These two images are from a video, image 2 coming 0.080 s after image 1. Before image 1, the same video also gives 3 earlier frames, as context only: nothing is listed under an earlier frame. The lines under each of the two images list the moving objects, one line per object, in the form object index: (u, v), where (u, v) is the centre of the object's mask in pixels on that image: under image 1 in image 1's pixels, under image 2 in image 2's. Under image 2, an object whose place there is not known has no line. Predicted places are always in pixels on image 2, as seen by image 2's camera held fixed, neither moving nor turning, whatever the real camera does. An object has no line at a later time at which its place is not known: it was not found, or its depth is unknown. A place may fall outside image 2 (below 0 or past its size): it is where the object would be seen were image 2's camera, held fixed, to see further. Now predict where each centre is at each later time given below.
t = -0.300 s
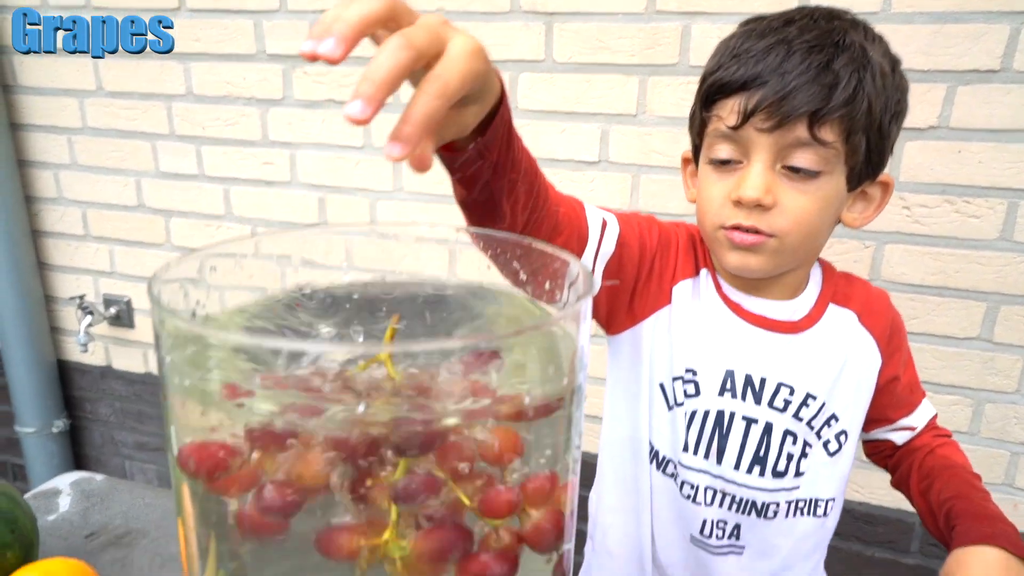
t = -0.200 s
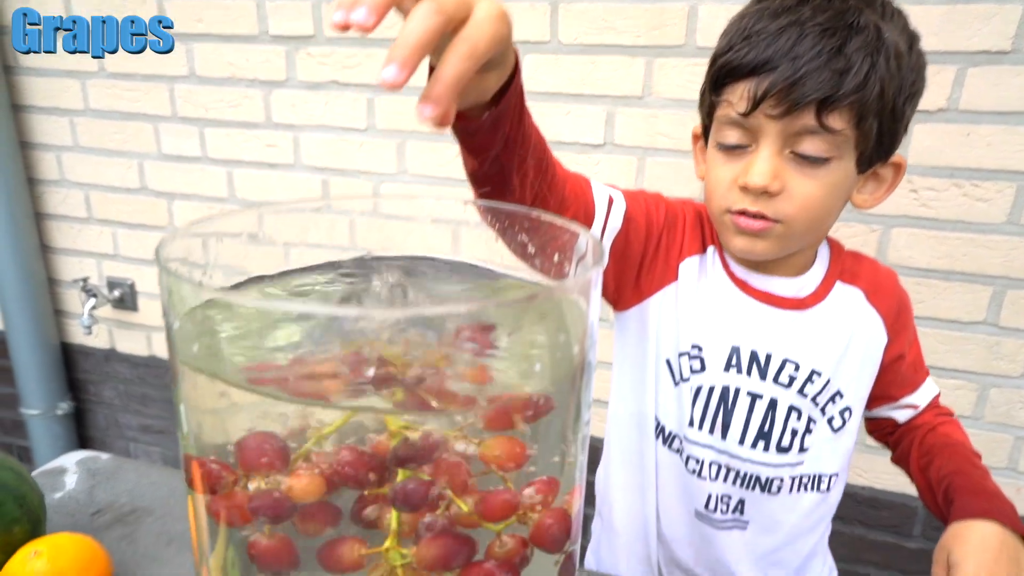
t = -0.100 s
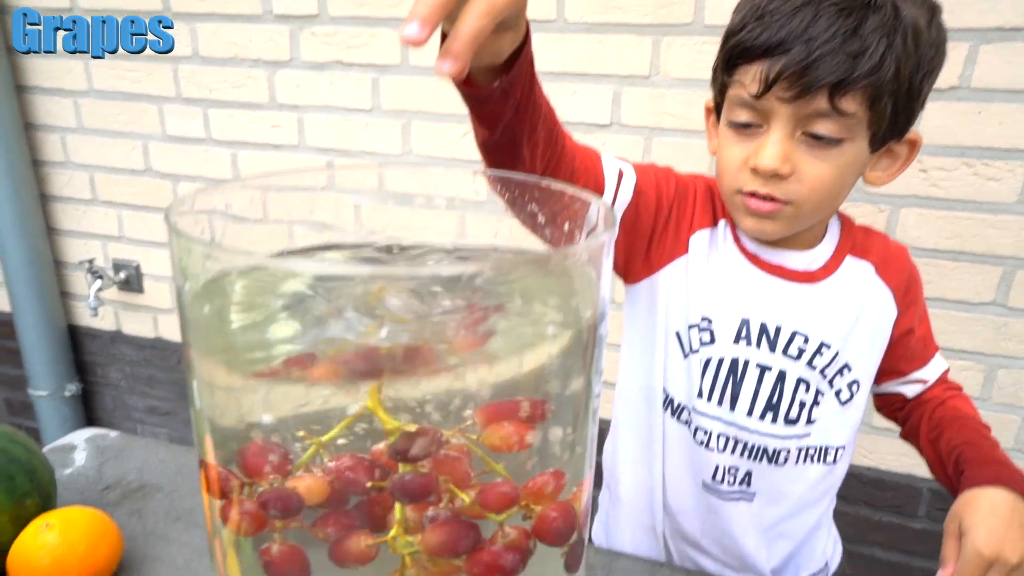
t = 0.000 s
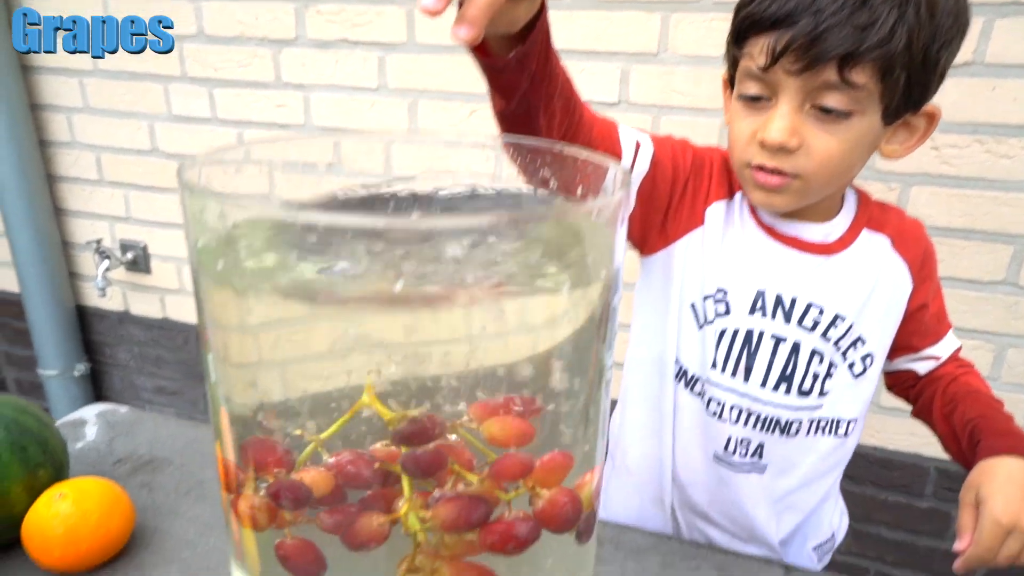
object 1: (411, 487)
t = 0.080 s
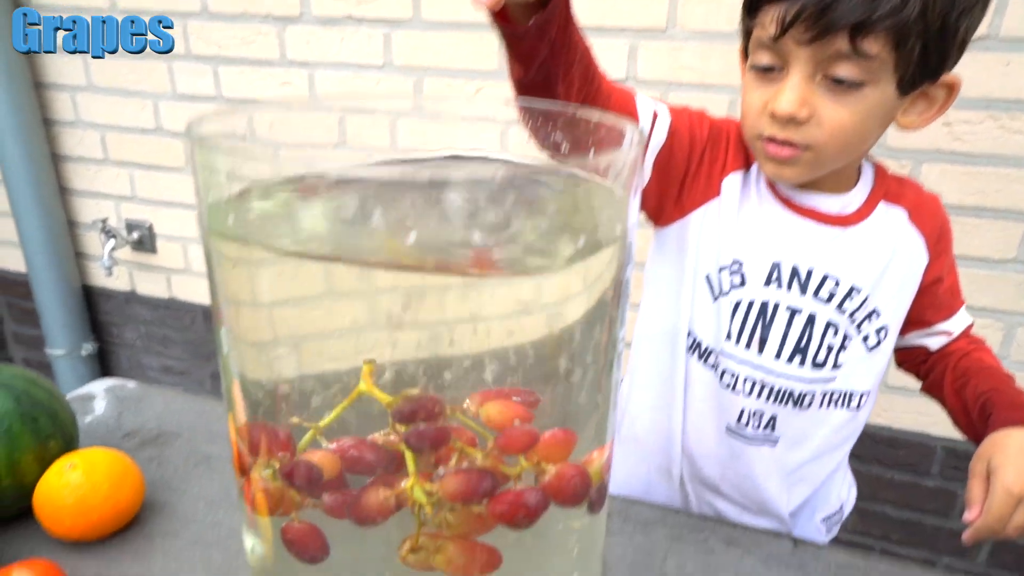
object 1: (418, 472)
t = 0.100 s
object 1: (417, 476)
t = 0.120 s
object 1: (417, 481)
